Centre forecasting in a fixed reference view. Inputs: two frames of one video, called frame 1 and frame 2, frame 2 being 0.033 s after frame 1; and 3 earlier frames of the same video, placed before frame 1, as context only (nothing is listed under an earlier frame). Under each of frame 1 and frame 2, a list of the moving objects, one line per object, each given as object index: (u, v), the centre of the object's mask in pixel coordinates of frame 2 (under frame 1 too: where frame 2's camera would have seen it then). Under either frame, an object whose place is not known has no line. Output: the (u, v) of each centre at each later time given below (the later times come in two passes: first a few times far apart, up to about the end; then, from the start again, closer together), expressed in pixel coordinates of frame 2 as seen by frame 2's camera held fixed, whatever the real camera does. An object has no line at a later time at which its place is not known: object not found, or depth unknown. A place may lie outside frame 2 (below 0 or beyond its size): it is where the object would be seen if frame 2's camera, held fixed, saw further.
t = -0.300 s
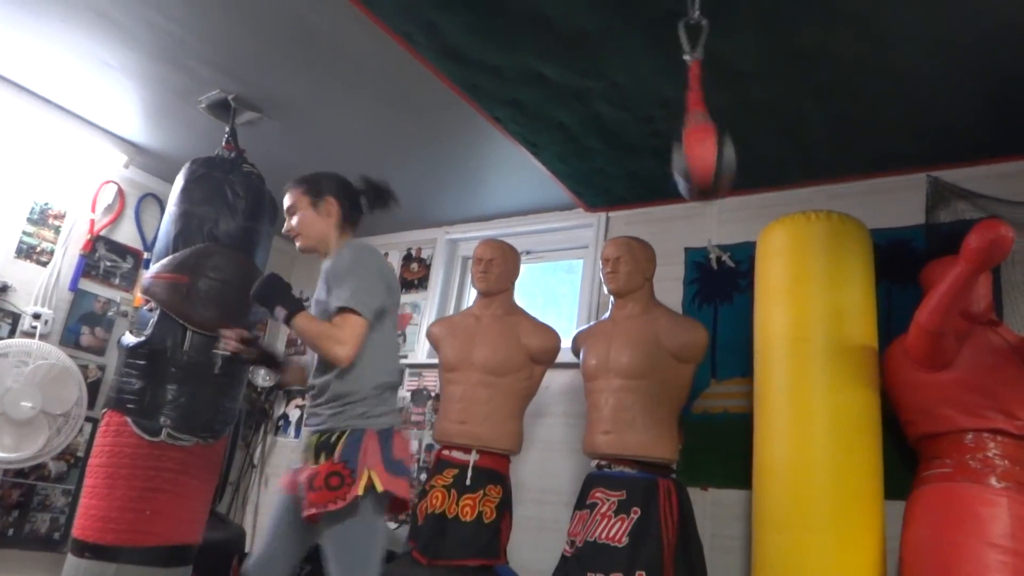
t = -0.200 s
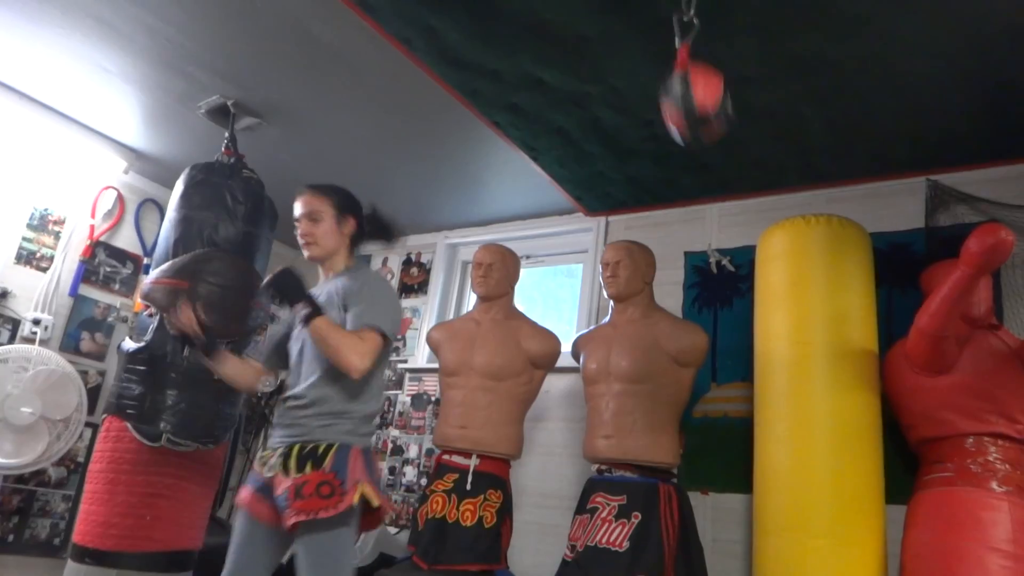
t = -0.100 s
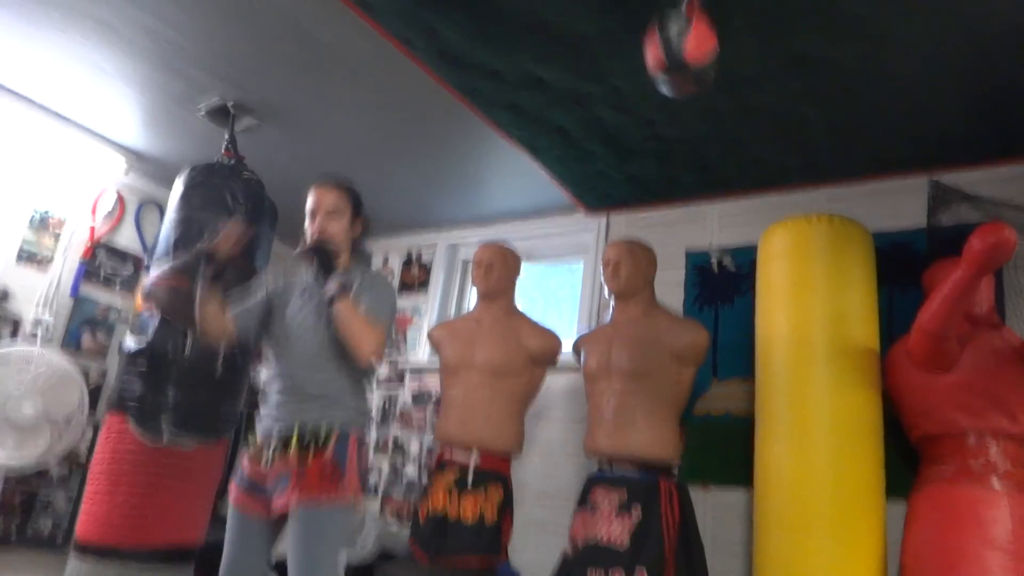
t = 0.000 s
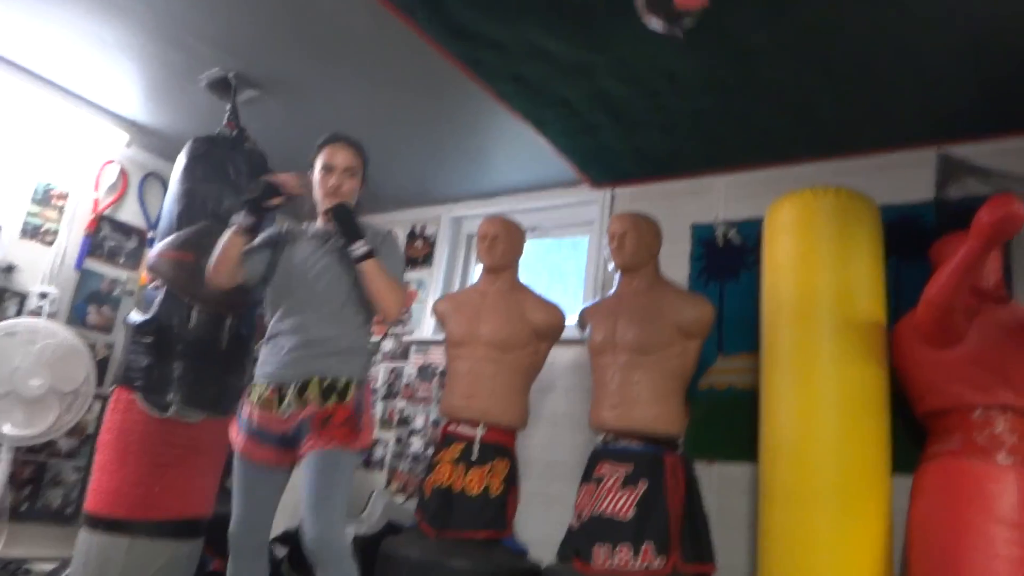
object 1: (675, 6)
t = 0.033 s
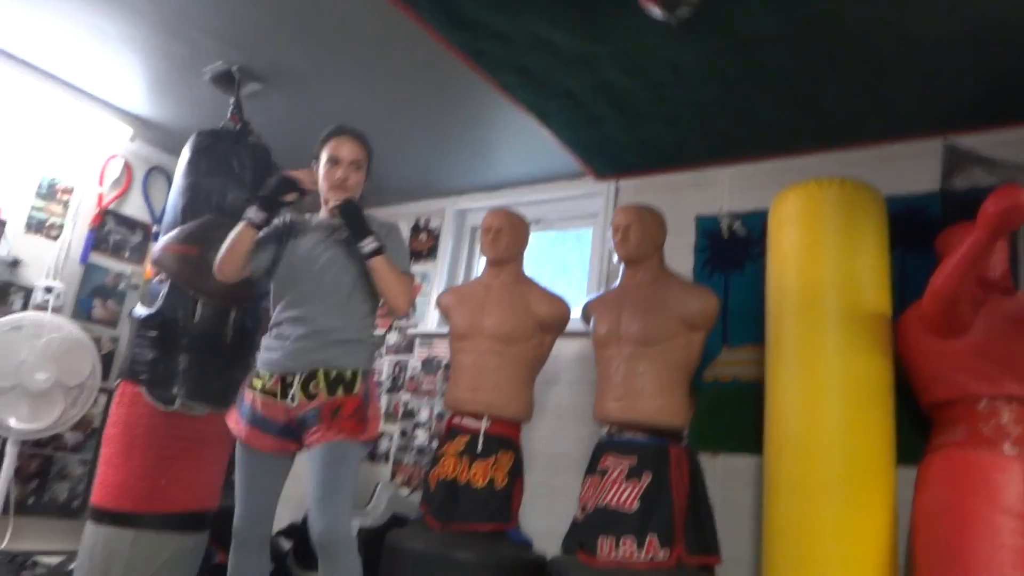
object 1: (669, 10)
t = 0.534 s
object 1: (698, 137)
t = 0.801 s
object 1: (726, 124)
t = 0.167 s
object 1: (663, 35)
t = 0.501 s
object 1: (694, 136)
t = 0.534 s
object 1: (698, 137)
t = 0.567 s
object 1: (702, 135)
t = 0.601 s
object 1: (707, 134)
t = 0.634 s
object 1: (711, 132)
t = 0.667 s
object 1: (714, 132)
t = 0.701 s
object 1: (718, 130)
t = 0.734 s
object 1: (721, 128)
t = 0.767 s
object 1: (724, 126)
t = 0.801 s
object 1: (726, 124)
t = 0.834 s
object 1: (728, 122)
